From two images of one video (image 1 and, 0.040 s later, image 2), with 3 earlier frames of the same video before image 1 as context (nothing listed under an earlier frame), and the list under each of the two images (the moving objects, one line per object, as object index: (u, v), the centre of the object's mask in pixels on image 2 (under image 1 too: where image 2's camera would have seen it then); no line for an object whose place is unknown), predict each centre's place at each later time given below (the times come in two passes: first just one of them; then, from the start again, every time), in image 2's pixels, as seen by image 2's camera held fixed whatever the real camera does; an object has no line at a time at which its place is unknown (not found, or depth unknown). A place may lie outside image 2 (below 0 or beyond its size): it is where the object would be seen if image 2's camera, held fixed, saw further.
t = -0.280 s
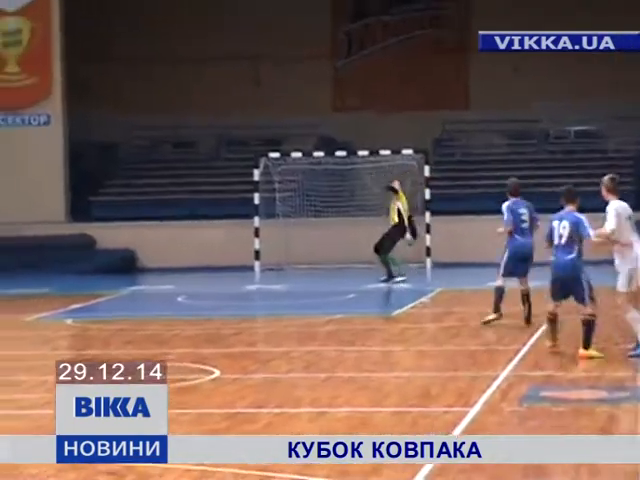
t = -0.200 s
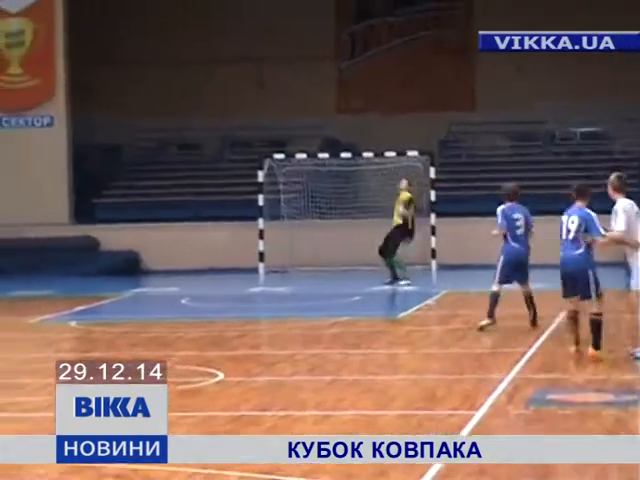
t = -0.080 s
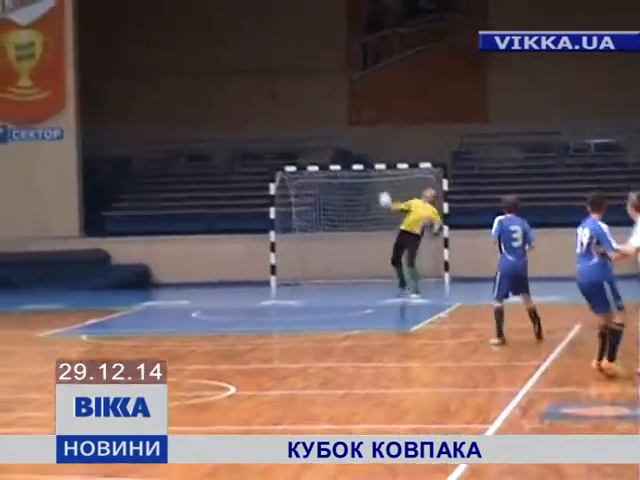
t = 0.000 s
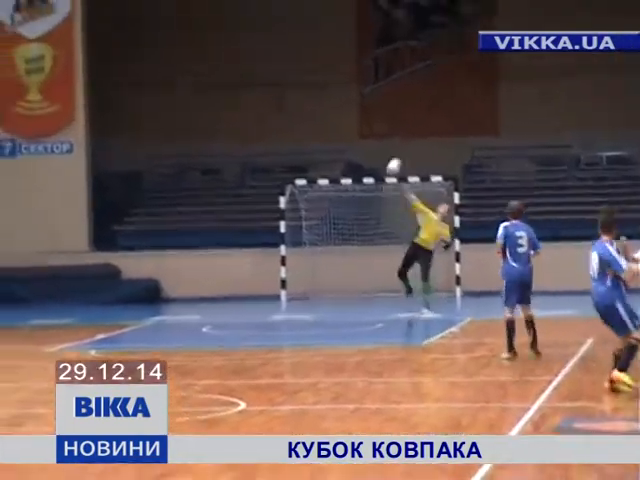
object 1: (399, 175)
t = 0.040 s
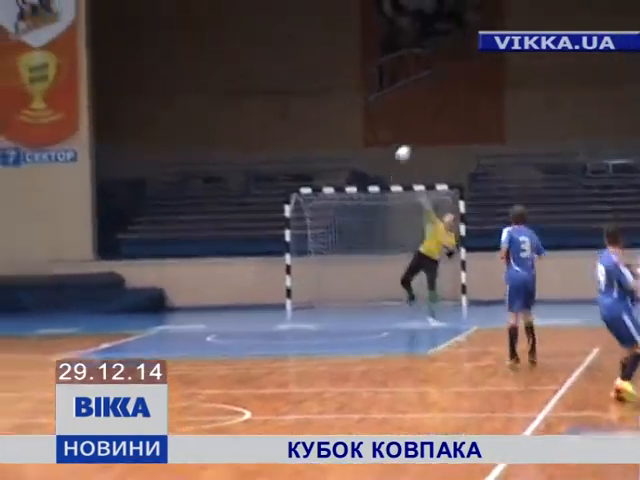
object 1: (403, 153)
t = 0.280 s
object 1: (423, 31)
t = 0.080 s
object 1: (406, 132)
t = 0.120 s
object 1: (409, 111)
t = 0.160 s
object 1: (413, 91)
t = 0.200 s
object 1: (417, 71)
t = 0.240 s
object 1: (420, 51)
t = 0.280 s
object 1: (423, 31)
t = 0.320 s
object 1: (426, 12)
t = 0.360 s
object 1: (429, -7)
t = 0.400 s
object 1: (432, -26)
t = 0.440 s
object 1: (434, -43)
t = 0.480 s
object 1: (438, -60)
